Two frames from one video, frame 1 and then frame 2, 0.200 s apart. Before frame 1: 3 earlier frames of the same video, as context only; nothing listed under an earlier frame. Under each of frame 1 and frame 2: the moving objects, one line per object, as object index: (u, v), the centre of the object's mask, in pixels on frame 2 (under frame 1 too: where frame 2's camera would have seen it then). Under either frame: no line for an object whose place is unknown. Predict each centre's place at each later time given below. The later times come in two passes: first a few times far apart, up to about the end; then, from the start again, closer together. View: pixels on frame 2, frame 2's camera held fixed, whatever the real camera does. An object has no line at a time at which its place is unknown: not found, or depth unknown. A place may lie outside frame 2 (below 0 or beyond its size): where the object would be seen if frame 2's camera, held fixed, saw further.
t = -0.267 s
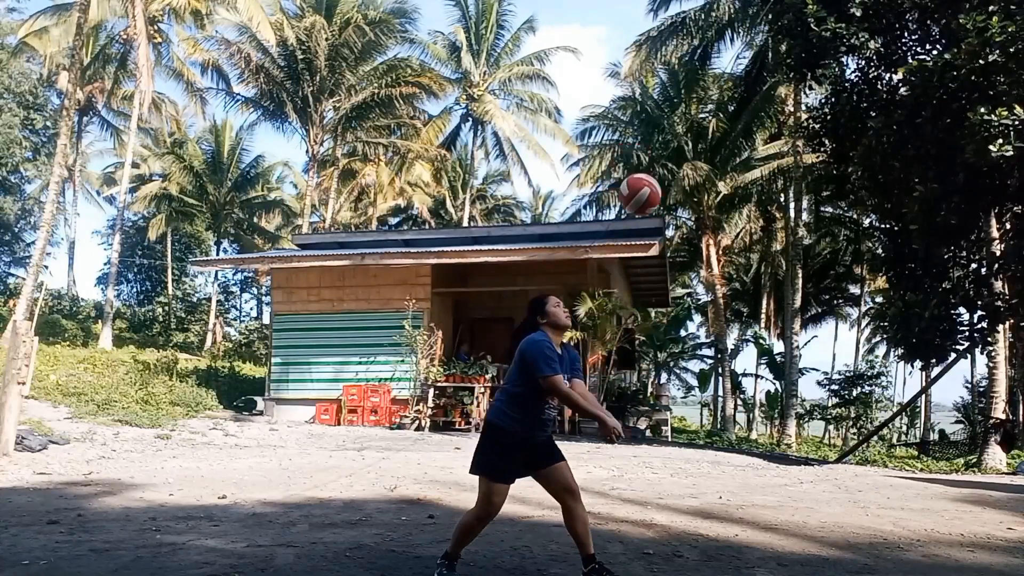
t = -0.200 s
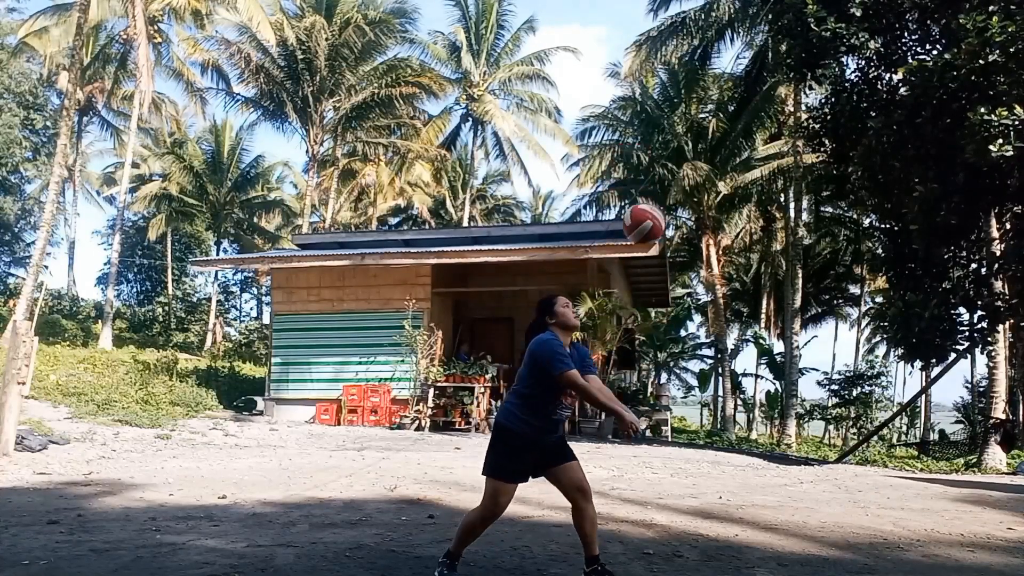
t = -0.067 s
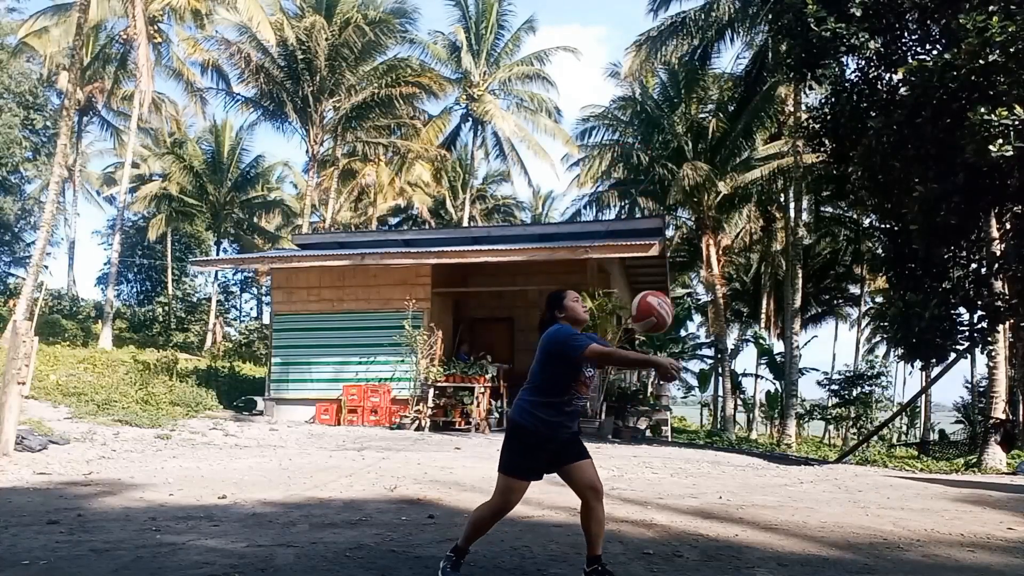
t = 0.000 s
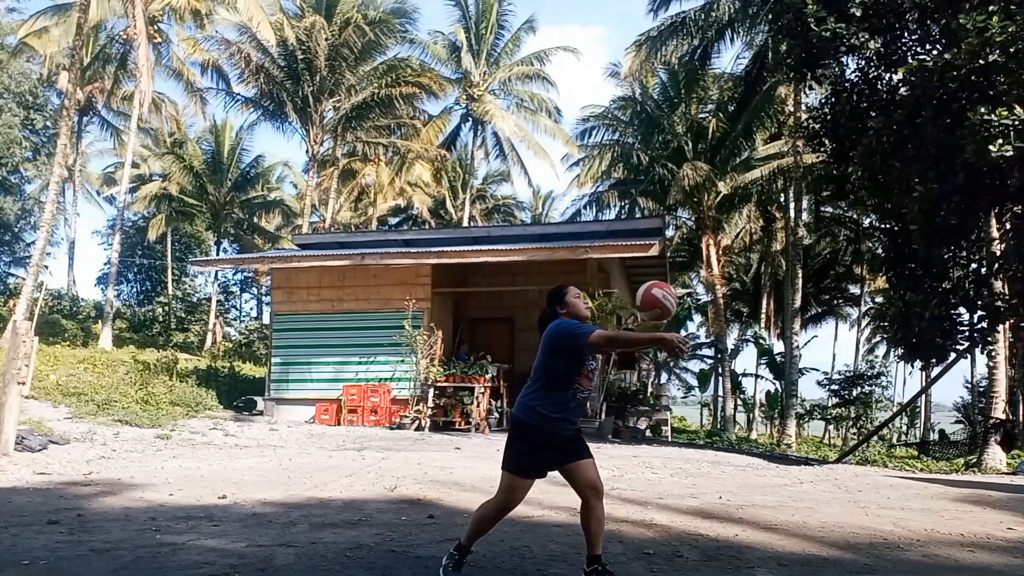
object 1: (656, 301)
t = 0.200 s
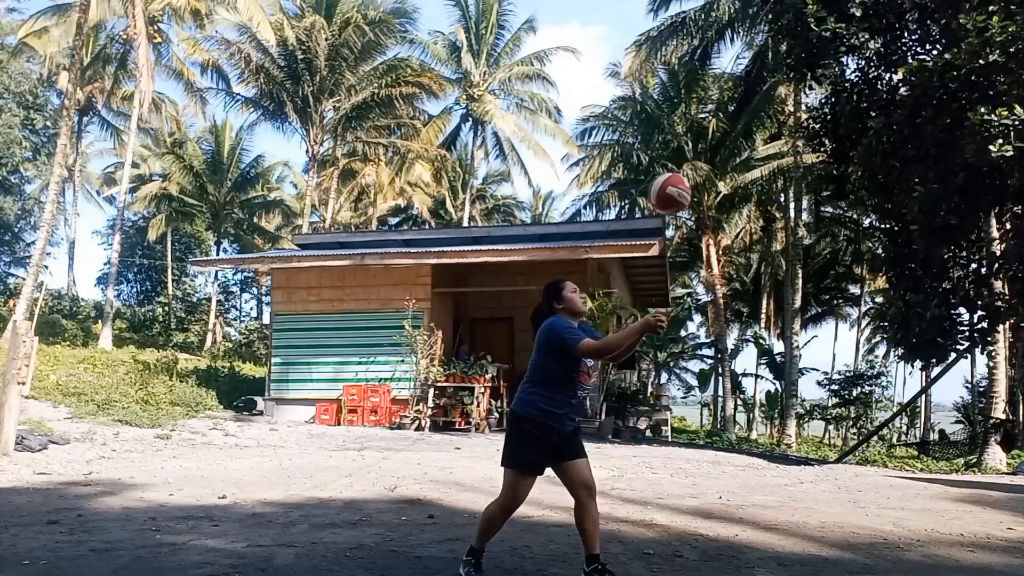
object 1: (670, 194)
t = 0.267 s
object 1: (675, 175)
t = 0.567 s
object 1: (693, 190)
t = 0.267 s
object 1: (675, 175)
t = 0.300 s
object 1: (676, 169)
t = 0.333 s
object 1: (678, 165)
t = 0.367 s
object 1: (679, 165)
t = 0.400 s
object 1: (681, 164)
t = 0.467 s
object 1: (686, 167)
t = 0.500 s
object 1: (688, 173)
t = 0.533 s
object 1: (691, 180)
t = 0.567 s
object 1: (693, 190)
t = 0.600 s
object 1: (695, 203)
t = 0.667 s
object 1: (701, 234)
